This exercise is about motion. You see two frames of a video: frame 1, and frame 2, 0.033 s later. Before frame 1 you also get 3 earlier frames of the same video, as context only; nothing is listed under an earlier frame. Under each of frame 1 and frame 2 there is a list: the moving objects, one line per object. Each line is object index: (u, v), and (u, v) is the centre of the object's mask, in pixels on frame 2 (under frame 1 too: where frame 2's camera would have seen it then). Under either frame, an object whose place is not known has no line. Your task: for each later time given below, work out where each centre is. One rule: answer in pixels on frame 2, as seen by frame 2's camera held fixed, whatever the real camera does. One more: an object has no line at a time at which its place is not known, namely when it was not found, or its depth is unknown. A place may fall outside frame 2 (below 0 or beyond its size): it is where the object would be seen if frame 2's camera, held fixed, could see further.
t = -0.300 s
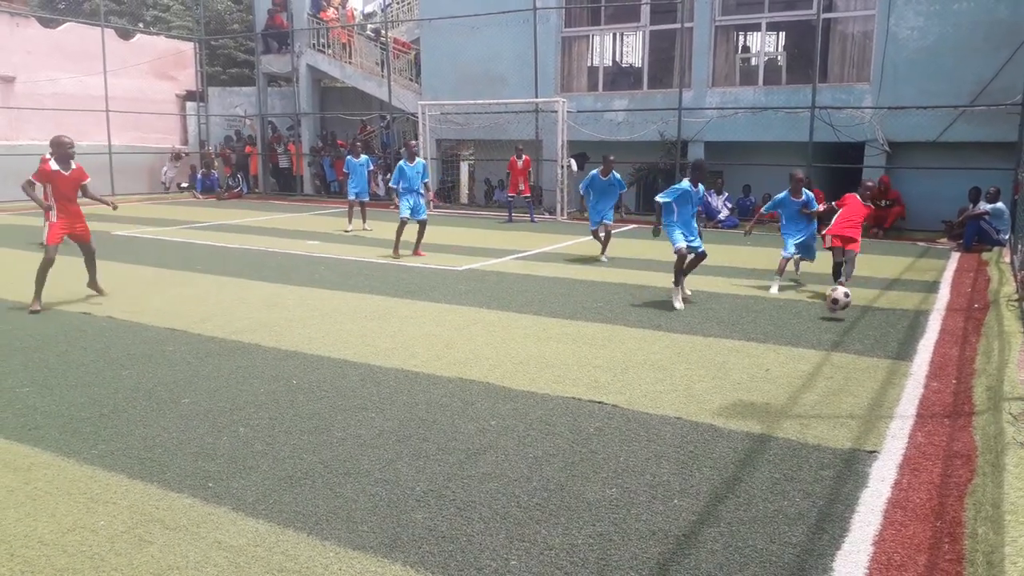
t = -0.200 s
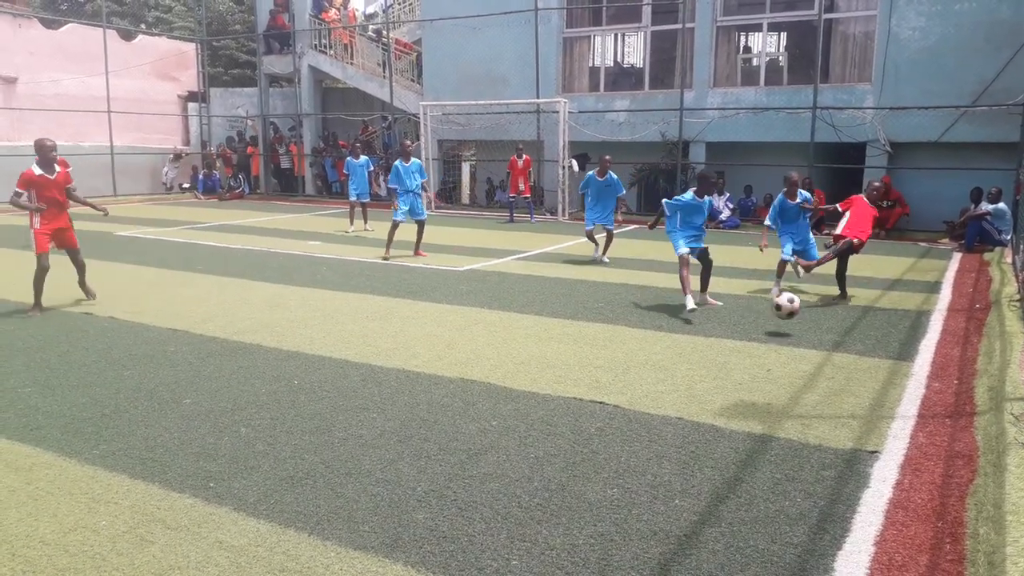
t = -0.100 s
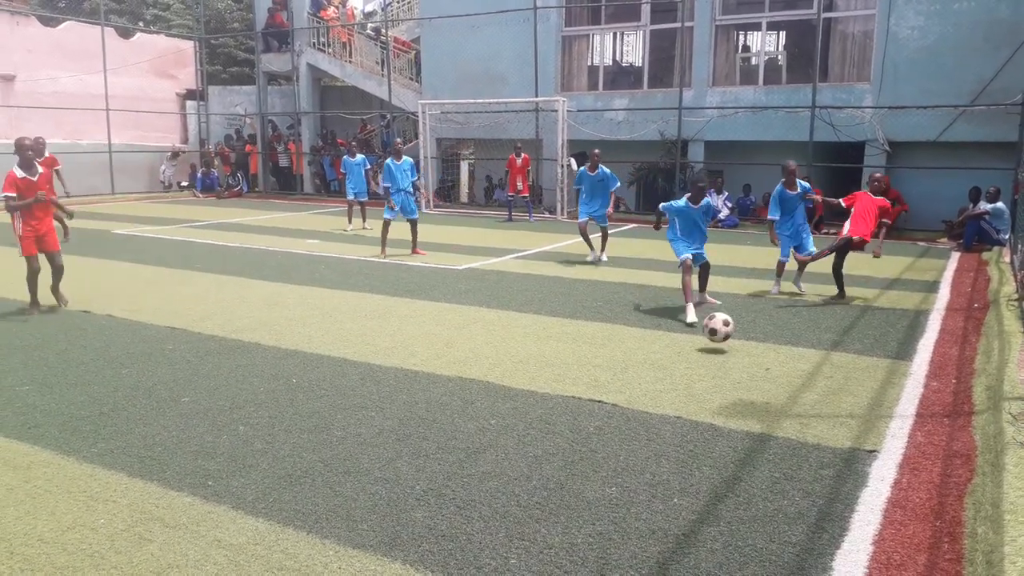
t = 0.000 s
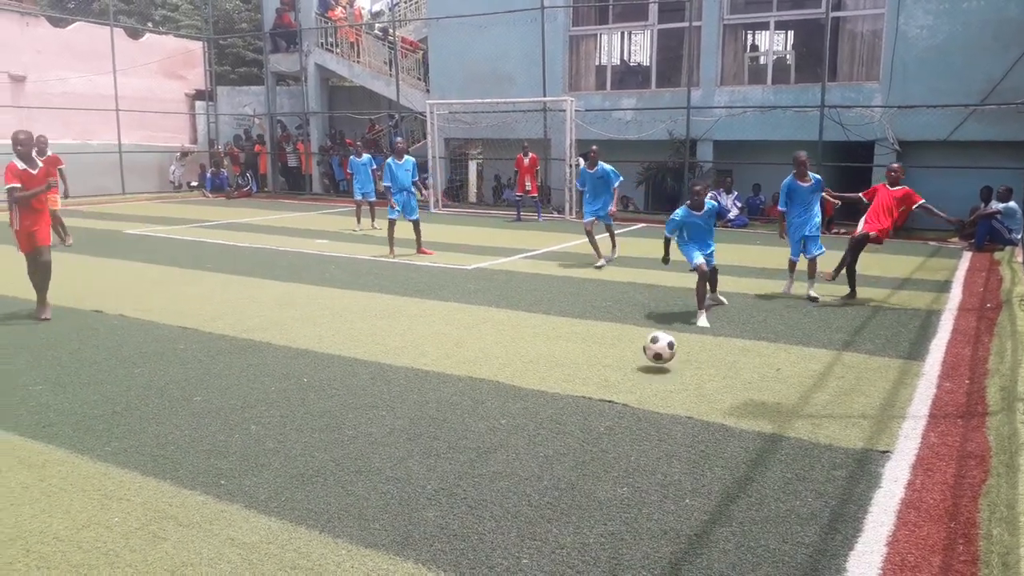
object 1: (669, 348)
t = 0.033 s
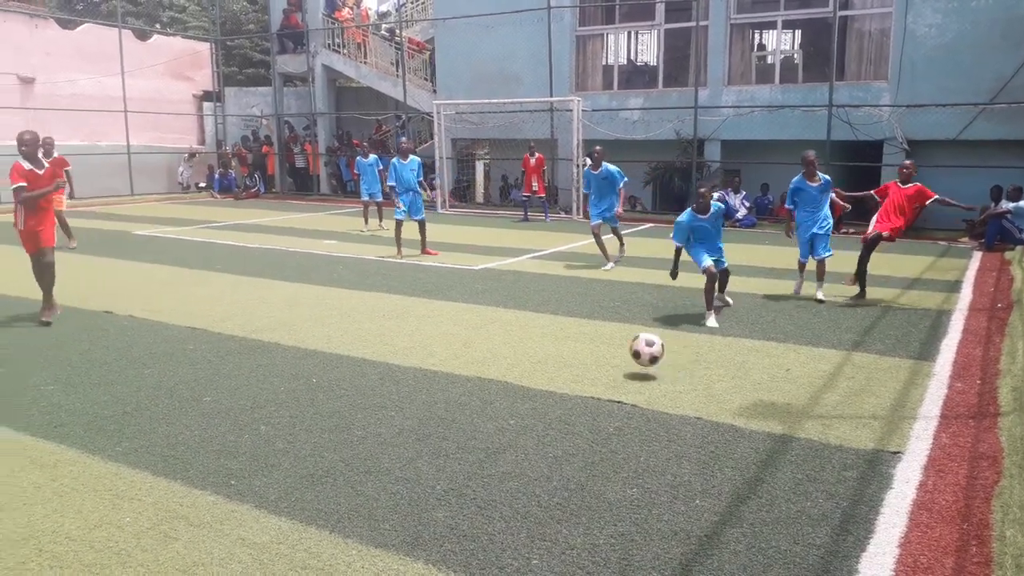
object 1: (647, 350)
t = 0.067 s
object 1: (624, 353)
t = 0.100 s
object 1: (600, 358)
